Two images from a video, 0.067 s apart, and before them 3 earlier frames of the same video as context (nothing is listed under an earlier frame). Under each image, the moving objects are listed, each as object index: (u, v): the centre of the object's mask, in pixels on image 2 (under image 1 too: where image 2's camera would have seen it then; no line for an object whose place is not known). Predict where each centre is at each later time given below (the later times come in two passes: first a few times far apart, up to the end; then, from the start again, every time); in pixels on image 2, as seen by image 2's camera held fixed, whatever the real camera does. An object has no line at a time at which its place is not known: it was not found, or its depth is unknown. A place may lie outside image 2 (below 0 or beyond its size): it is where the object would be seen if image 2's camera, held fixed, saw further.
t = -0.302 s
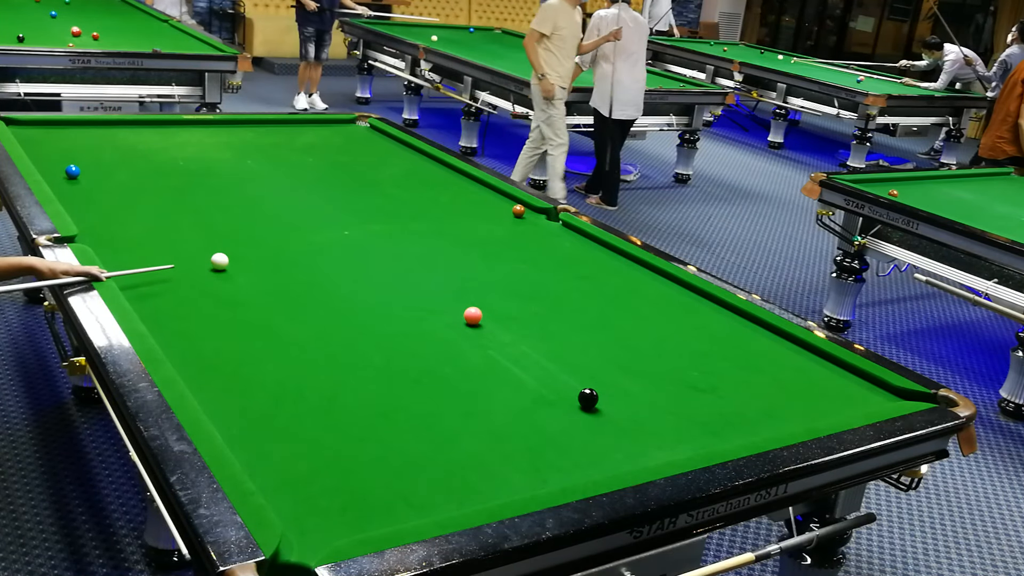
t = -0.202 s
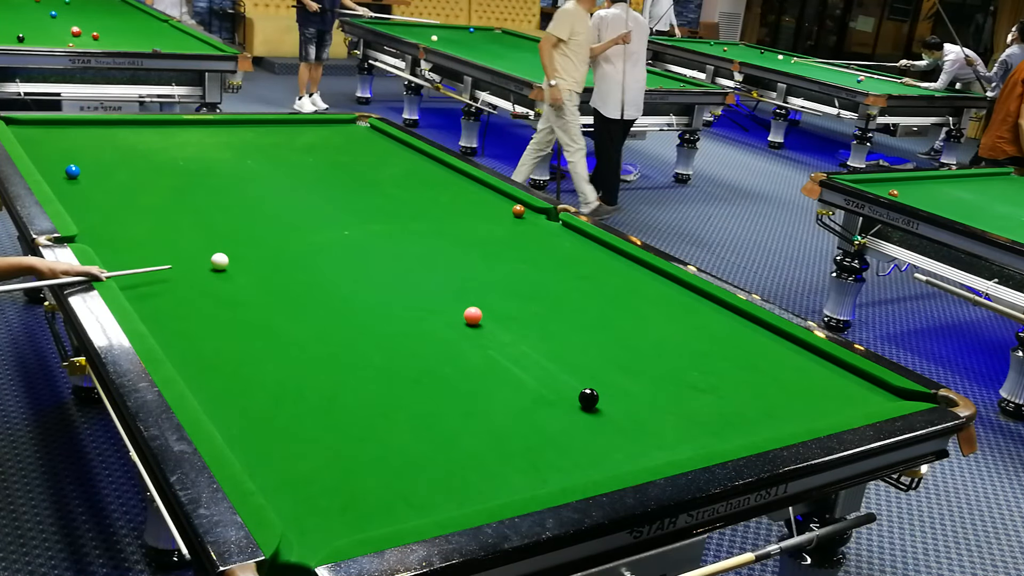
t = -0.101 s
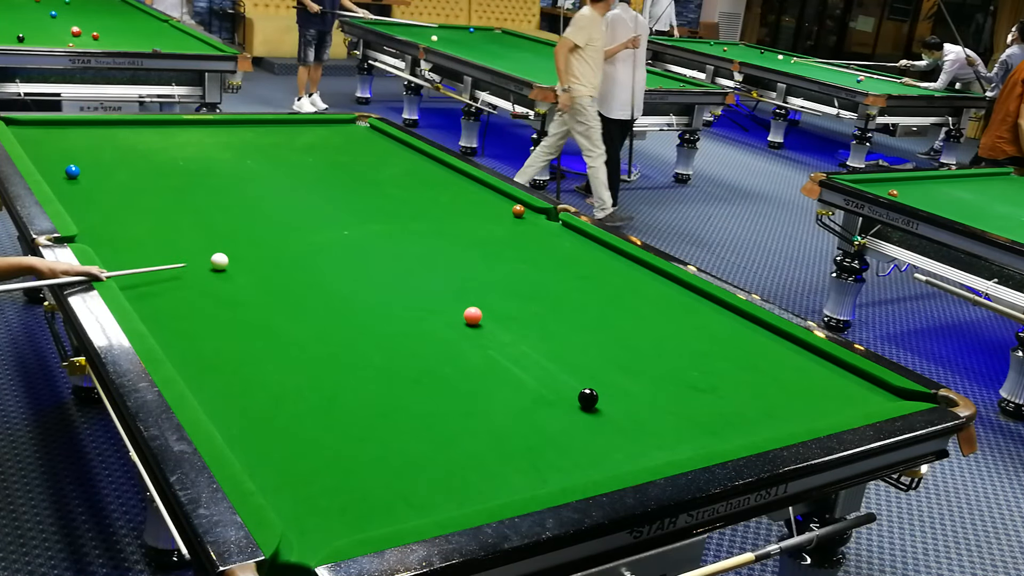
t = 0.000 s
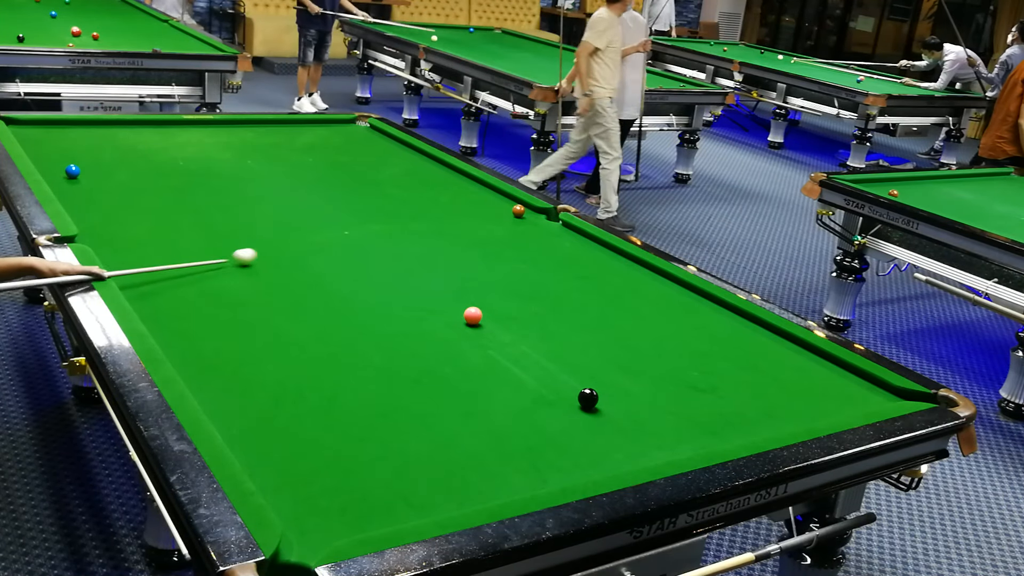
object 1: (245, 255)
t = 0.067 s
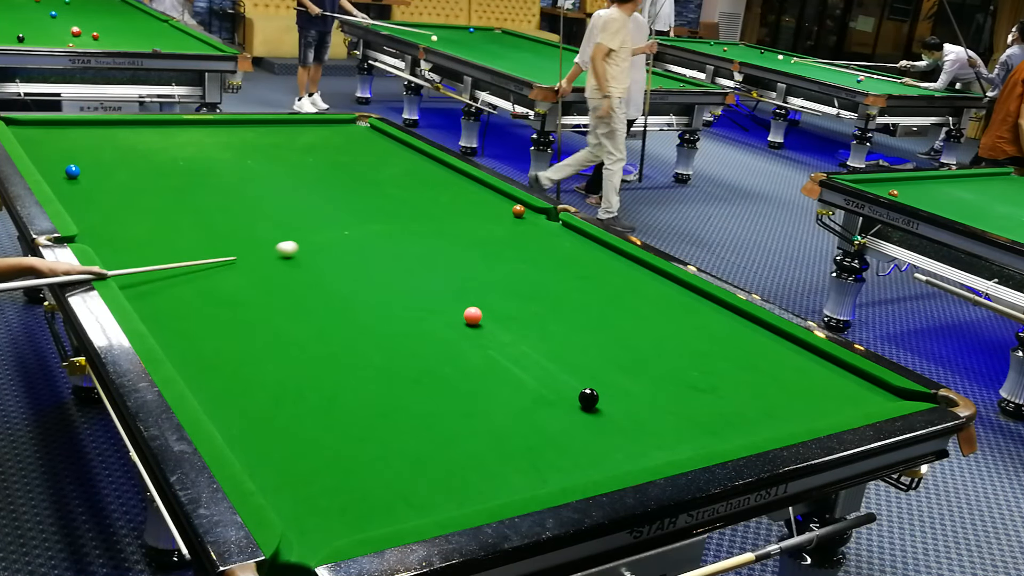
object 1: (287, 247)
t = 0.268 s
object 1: (383, 231)
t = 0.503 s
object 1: (466, 216)
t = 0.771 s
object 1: (502, 201)
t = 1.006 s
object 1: (487, 189)
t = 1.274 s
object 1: (444, 179)
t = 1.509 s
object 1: (410, 171)
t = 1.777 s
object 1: (375, 162)
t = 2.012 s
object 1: (345, 155)
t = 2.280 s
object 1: (315, 147)
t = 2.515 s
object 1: (290, 141)
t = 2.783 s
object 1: (265, 134)
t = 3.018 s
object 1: (244, 129)
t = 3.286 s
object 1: (223, 124)
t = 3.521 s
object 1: (208, 121)
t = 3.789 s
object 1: (204, 124)
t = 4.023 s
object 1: (201, 127)
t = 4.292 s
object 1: (199, 130)
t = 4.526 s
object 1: (197, 132)
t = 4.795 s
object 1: (195, 135)
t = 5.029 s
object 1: (193, 136)
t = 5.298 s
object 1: (192, 138)
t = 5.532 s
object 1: (190, 139)
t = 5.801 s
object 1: (189, 140)
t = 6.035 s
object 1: (188, 141)
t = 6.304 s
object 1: (188, 141)
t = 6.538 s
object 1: (188, 141)
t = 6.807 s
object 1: (188, 141)
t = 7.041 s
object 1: (188, 141)
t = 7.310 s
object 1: (188, 141)
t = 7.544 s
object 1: (188, 141)
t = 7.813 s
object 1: (188, 141)
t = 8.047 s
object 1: (188, 141)
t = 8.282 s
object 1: (188, 141)
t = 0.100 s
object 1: (306, 244)
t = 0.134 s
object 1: (324, 241)
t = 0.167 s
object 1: (340, 238)
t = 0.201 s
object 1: (355, 236)
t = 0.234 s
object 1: (369, 233)
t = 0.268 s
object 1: (383, 231)
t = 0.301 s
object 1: (396, 229)
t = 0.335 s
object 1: (408, 226)
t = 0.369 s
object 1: (420, 225)
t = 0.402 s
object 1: (432, 222)
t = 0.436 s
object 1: (443, 220)
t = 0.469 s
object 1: (455, 218)
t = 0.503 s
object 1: (466, 216)
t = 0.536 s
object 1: (476, 215)
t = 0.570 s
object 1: (487, 213)
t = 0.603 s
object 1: (497, 211)
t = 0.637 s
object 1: (505, 209)
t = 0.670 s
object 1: (504, 207)
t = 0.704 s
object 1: (503, 205)
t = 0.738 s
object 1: (502, 203)
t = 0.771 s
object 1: (502, 201)
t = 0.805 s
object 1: (503, 199)
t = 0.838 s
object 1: (504, 197)
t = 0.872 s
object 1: (505, 195)
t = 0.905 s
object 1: (504, 193)
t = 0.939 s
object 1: (498, 192)
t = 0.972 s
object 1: (492, 191)
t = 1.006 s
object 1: (487, 189)
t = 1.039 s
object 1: (481, 188)
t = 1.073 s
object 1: (476, 187)
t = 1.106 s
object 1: (470, 185)
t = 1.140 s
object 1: (465, 184)
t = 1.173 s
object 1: (460, 183)
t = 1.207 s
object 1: (455, 182)
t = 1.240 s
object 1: (450, 181)
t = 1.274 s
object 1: (444, 179)
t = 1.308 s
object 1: (439, 178)
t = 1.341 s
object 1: (435, 177)
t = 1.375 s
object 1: (430, 176)
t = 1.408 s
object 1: (425, 175)
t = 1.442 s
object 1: (420, 173)
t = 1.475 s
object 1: (415, 172)
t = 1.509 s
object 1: (410, 171)
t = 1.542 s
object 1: (406, 170)
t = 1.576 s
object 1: (401, 169)
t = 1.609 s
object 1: (397, 167)
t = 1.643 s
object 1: (392, 166)
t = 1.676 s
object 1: (388, 165)
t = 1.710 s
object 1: (383, 164)
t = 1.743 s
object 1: (379, 163)
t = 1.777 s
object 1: (375, 162)
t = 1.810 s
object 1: (370, 161)
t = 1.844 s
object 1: (366, 160)
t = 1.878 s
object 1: (362, 159)
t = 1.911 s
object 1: (357, 158)
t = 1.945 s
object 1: (353, 157)
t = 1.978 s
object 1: (349, 156)
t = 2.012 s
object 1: (345, 155)
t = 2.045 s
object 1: (342, 154)
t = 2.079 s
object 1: (338, 153)
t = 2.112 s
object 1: (334, 152)
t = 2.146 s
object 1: (330, 151)
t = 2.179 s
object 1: (326, 150)
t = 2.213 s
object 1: (322, 149)
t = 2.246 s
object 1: (318, 148)
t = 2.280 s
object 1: (315, 147)
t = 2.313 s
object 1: (311, 146)
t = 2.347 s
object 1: (307, 145)
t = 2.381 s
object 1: (304, 145)
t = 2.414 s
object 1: (301, 144)
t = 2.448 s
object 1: (297, 143)
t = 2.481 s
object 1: (294, 142)
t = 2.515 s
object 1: (290, 141)
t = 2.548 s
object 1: (287, 140)
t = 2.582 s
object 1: (283, 139)
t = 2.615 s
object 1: (280, 138)
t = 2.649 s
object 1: (277, 138)
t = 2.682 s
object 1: (274, 137)
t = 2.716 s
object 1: (271, 136)
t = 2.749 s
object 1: (268, 135)
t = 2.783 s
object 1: (265, 134)
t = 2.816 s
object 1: (262, 134)
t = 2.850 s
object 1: (258, 133)
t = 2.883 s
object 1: (256, 132)
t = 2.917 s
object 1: (253, 131)
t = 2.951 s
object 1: (250, 131)
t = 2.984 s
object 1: (247, 130)
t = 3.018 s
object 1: (244, 129)
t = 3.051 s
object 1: (241, 128)
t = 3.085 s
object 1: (238, 128)
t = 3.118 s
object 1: (236, 127)
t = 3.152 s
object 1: (233, 127)
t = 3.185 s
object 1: (230, 126)
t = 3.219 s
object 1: (228, 125)
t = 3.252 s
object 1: (225, 125)
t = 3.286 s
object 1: (223, 124)
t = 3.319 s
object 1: (220, 123)
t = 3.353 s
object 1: (218, 123)
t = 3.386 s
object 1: (215, 122)
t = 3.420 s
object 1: (212, 122)
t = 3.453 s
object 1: (210, 121)
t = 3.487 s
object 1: (208, 121)
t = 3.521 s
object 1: (208, 121)
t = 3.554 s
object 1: (207, 122)
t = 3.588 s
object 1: (207, 122)
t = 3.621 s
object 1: (206, 123)
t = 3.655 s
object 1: (206, 123)
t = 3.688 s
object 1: (205, 123)
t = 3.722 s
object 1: (205, 124)
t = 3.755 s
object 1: (204, 124)
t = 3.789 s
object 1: (204, 124)
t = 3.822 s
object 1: (204, 125)
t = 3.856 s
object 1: (203, 125)
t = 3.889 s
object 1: (203, 126)
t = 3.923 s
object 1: (203, 126)
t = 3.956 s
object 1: (202, 126)
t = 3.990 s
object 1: (202, 127)
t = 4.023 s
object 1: (201, 127)
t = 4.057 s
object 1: (201, 127)
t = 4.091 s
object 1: (201, 128)
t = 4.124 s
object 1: (200, 128)
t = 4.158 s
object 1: (200, 128)
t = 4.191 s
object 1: (200, 129)
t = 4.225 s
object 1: (199, 129)
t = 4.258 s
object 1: (199, 130)
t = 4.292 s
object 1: (199, 130)
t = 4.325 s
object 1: (198, 130)
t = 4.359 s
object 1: (198, 131)
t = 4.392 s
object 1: (198, 131)
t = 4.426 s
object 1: (197, 131)
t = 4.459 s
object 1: (197, 132)
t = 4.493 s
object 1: (197, 132)
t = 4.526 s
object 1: (197, 132)
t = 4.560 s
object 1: (196, 132)
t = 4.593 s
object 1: (196, 133)
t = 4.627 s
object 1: (196, 133)
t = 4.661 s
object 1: (196, 133)
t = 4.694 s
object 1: (195, 134)
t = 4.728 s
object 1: (195, 134)
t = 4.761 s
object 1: (195, 134)
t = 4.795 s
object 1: (195, 135)
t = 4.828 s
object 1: (194, 135)
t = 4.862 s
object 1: (194, 135)
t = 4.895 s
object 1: (194, 135)
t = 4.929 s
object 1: (194, 136)
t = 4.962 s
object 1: (193, 136)
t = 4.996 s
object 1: (193, 136)
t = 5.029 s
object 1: (193, 136)
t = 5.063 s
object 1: (193, 137)
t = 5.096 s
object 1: (193, 137)
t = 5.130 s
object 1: (192, 137)
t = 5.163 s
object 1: (192, 137)
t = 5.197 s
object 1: (192, 137)
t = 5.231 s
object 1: (192, 138)
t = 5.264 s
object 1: (192, 138)
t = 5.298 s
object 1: (192, 138)
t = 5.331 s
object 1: (191, 138)
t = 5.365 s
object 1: (191, 138)
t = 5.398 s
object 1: (191, 138)
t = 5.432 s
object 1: (191, 139)
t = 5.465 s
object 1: (191, 139)
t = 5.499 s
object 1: (190, 139)
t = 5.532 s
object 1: (190, 139)
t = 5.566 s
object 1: (190, 139)
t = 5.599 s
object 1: (190, 140)
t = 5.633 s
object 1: (190, 140)
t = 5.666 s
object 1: (190, 140)
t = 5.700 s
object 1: (190, 140)
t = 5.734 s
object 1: (189, 140)
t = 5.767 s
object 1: (189, 140)
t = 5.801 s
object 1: (189, 140)
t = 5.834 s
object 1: (189, 140)
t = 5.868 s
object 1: (189, 141)
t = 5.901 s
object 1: (189, 141)
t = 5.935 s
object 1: (189, 141)
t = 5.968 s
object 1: (189, 141)
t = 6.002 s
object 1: (188, 141)
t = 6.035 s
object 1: (188, 141)
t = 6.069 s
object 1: (188, 141)
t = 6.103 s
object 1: (188, 141)
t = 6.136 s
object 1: (188, 141)
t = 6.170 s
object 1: (188, 141)
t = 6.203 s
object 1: (188, 141)
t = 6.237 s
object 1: (188, 141)
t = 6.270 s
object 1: (188, 141)
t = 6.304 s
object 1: (188, 141)
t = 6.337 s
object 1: (188, 141)
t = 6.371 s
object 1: (188, 141)
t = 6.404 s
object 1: (188, 141)
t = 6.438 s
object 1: (188, 141)
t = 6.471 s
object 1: (188, 141)
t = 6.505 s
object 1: (188, 141)
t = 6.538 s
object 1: (188, 141)
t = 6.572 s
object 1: (188, 141)
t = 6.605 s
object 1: (188, 141)
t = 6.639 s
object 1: (188, 141)
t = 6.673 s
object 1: (188, 141)
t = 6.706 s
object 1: (188, 141)
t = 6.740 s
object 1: (188, 141)
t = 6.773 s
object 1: (188, 141)
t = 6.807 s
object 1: (188, 141)
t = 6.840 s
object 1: (188, 141)
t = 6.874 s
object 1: (188, 141)
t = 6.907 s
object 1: (188, 141)
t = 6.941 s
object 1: (188, 141)
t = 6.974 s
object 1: (188, 141)
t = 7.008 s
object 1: (188, 141)
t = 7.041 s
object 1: (188, 141)
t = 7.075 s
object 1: (188, 141)
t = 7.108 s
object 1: (188, 141)
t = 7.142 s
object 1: (188, 141)
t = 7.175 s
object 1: (188, 141)
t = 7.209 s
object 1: (188, 141)
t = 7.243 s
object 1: (188, 141)
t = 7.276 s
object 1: (188, 141)
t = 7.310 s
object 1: (188, 141)
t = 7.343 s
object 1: (188, 141)
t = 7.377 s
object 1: (188, 141)
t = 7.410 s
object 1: (188, 141)
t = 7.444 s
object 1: (188, 141)
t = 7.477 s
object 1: (188, 141)
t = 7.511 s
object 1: (188, 141)
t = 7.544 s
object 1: (188, 141)
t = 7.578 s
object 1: (188, 141)
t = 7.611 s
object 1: (188, 141)
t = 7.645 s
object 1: (188, 141)
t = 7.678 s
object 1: (188, 141)
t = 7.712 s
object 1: (188, 141)
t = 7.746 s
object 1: (188, 141)
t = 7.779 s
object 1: (188, 141)
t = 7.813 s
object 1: (188, 141)
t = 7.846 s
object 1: (188, 141)
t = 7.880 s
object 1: (188, 141)
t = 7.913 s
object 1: (188, 141)
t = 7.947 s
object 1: (188, 141)
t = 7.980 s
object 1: (188, 141)
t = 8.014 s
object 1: (188, 141)
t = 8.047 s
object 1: (188, 141)
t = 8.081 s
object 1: (188, 141)
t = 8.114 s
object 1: (188, 141)
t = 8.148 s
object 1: (188, 141)
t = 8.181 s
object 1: (188, 141)
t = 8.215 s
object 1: (188, 141)
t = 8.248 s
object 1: (188, 141)
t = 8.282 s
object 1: (188, 141)
